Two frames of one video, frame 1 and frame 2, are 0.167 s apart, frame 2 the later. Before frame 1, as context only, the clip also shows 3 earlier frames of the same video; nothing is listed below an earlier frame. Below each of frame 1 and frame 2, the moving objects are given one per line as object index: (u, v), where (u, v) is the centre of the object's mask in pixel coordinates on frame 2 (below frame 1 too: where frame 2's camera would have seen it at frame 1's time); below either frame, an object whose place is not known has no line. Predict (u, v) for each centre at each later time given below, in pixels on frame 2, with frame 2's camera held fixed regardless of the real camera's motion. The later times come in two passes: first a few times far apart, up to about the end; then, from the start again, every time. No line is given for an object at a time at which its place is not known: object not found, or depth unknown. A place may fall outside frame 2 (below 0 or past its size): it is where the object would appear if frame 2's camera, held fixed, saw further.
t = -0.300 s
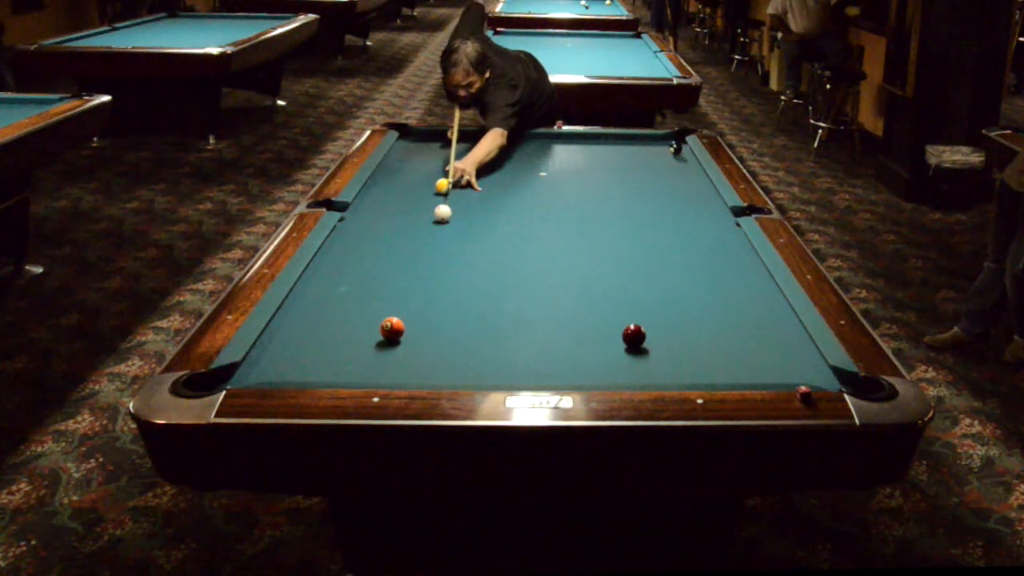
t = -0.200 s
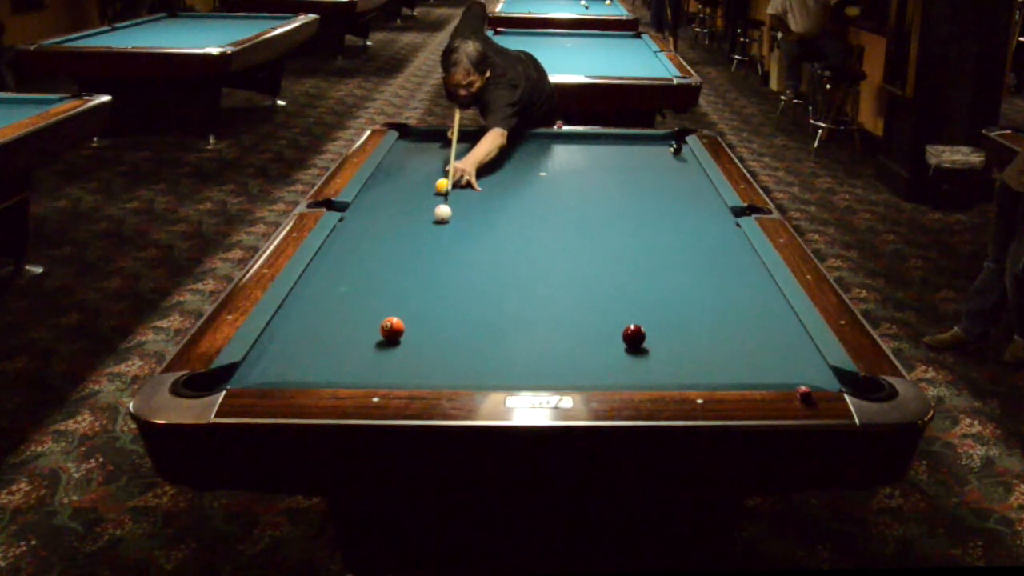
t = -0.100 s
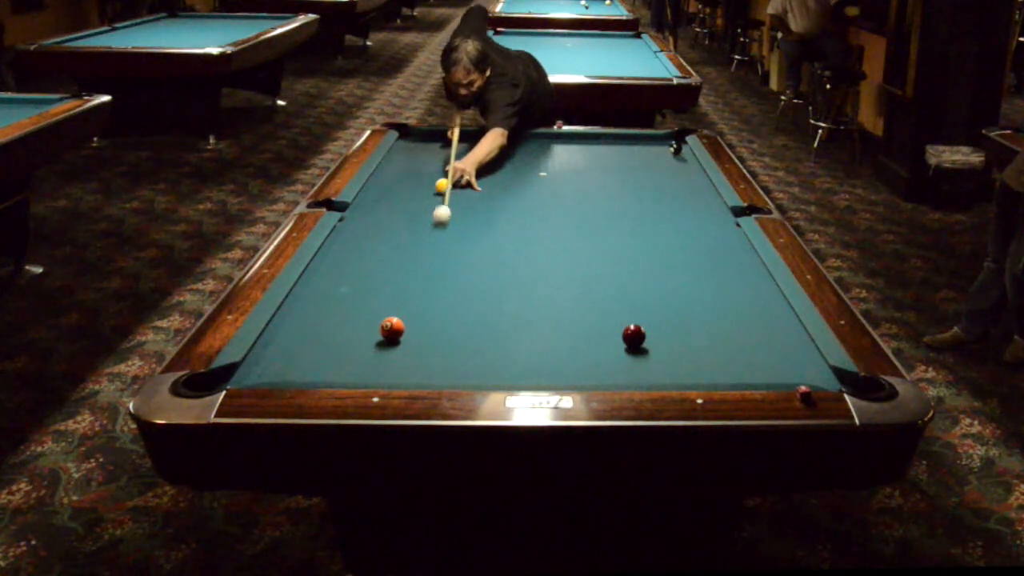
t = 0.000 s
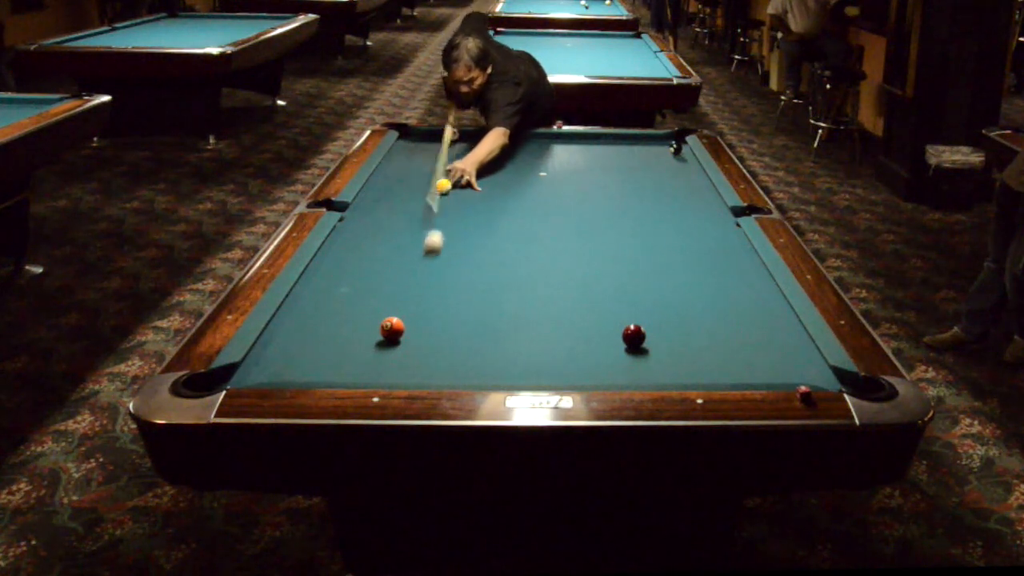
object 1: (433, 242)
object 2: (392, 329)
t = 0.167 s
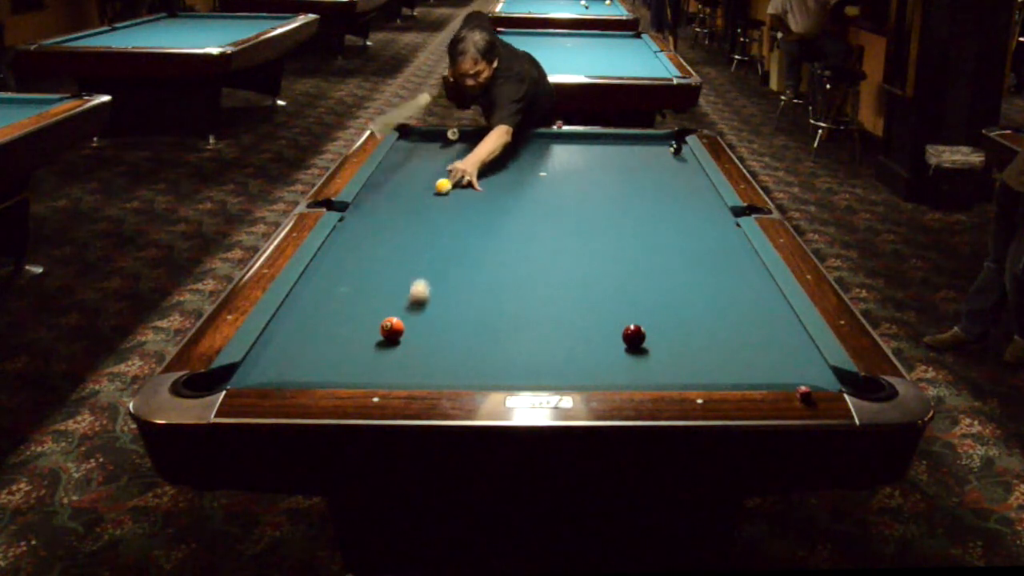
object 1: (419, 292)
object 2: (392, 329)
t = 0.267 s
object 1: (415, 323)
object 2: (386, 329)
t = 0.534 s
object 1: (494, 357)
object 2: (285, 369)
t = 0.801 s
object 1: (578, 370)
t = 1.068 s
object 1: (656, 353)
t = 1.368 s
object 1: (732, 332)
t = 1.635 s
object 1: (784, 317)
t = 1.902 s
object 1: (735, 301)
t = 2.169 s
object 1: (692, 287)
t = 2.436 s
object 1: (653, 275)
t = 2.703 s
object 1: (619, 265)
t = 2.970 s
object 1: (587, 255)
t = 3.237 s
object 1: (559, 247)
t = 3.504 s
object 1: (534, 239)
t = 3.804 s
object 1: (509, 231)
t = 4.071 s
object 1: (488, 225)
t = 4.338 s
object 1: (471, 219)
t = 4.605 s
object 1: (454, 214)
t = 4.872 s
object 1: (440, 210)
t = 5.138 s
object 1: (427, 206)
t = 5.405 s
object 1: (415, 203)
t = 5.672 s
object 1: (405, 200)
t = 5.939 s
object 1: (396, 197)
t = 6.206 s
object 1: (389, 195)
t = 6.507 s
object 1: (382, 193)
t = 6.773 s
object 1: (378, 191)
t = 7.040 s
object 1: (375, 190)
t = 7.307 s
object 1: (373, 189)
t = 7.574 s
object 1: (372, 188)
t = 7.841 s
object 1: (372, 188)
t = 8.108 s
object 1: (372, 188)
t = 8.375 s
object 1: (372, 188)
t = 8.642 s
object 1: (372, 188)
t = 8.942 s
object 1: (371, 188)
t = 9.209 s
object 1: (372, 188)
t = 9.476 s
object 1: (372, 188)
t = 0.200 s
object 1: (416, 303)
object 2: (392, 329)
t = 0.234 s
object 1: (413, 313)
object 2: (392, 329)
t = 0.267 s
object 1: (415, 323)
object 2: (386, 329)
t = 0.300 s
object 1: (426, 328)
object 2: (372, 334)
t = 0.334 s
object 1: (437, 333)
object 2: (358, 339)
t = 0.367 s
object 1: (446, 337)
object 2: (344, 345)
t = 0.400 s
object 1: (456, 341)
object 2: (332, 350)
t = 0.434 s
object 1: (465, 345)
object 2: (321, 355)
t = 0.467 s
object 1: (475, 348)
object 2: (309, 359)
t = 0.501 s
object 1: (484, 353)
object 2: (297, 364)
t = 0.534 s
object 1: (494, 357)
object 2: (285, 369)
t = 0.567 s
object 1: (505, 361)
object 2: (271, 372)
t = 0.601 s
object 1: (515, 365)
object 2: (258, 375)
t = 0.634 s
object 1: (524, 369)
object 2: (245, 378)
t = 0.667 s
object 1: (535, 371)
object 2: (232, 381)
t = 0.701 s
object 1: (546, 374)
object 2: (219, 385)
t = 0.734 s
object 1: (558, 374)
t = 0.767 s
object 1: (568, 372)
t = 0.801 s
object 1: (578, 370)
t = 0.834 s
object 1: (589, 369)
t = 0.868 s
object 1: (599, 367)
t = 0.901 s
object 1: (609, 366)
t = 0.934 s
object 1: (619, 365)
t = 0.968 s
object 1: (629, 361)
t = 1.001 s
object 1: (638, 358)
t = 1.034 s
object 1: (647, 355)
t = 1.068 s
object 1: (656, 353)
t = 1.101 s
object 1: (665, 350)
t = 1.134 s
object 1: (674, 347)
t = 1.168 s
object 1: (683, 345)
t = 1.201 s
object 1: (691, 343)
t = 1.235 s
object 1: (700, 341)
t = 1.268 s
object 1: (708, 339)
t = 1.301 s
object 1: (716, 337)
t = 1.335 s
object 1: (724, 334)
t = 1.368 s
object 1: (732, 332)
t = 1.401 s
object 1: (739, 330)
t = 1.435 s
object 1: (747, 328)
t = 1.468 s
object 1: (755, 326)
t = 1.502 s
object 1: (762, 325)
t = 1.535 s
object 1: (769, 323)
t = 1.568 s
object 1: (777, 321)
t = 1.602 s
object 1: (784, 319)
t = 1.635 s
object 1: (784, 317)
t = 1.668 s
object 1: (777, 315)
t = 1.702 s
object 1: (771, 312)
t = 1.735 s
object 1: (764, 311)
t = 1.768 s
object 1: (758, 309)
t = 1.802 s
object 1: (752, 307)
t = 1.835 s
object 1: (747, 305)
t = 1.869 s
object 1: (741, 303)
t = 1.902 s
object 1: (735, 301)
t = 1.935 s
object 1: (729, 299)
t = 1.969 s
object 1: (724, 298)
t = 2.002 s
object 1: (718, 296)
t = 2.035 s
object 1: (713, 294)
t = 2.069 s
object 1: (708, 292)
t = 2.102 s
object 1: (702, 291)
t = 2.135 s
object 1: (697, 289)
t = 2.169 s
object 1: (692, 287)
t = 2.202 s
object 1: (687, 286)
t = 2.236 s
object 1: (682, 284)
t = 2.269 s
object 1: (677, 283)
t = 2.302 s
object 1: (672, 281)
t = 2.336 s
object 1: (667, 280)
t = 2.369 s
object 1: (662, 278)
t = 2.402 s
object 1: (657, 277)
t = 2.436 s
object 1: (653, 275)
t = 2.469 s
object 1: (649, 274)
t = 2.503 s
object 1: (644, 272)
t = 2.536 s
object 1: (640, 271)
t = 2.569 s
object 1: (635, 270)
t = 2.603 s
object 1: (631, 268)
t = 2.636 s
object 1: (627, 267)
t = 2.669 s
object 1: (623, 266)
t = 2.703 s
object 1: (619, 265)
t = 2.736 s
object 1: (614, 264)
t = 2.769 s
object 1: (611, 262)
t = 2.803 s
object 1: (606, 261)
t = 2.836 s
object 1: (602, 260)
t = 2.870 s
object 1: (598, 259)
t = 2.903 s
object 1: (594, 257)
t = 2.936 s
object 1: (591, 256)
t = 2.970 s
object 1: (587, 255)
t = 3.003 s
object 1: (584, 254)
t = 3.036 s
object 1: (580, 253)
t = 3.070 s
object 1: (576, 252)
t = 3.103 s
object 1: (573, 251)
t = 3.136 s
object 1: (570, 250)
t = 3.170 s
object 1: (566, 248)
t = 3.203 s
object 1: (563, 248)
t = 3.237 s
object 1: (559, 247)
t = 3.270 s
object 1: (556, 246)
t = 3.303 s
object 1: (552, 245)
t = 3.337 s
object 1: (549, 244)
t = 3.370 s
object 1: (546, 243)
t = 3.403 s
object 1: (543, 242)
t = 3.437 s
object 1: (540, 241)
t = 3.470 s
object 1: (537, 240)
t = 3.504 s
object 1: (534, 239)
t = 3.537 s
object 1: (531, 238)
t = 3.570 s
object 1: (528, 237)
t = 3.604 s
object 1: (525, 236)
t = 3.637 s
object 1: (522, 235)
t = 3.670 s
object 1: (520, 234)
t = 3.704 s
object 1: (517, 234)
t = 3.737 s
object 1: (514, 233)
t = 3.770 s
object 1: (511, 232)
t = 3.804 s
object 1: (509, 231)
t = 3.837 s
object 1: (506, 230)
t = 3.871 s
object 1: (503, 229)
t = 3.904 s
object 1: (501, 228)
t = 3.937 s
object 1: (498, 228)
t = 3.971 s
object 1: (496, 227)
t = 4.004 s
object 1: (494, 226)
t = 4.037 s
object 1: (491, 225)
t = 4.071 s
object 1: (488, 225)
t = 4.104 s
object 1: (486, 224)
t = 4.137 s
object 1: (484, 223)
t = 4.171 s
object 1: (482, 222)
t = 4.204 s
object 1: (479, 222)
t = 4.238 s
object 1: (477, 221)
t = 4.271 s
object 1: (475, 220)
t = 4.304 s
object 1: (473, 220)
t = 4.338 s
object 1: (471, 219)
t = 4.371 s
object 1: (469, 218)
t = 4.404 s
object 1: (466, 218)
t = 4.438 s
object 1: (464, 217)
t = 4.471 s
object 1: (462, 216)
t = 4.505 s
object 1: (460, 216)
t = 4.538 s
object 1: (459, 215)
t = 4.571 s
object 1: (456, 215)
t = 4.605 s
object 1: (454, 214)
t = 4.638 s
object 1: (453, 214)
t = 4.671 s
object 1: (451, 213)
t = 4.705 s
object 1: (449, 212)
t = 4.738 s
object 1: (447, 212)
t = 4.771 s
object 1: (446, 211)
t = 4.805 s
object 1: (444, 210)
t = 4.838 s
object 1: (442, 210)
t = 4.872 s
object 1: (440, 210)
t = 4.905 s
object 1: (438, 209)
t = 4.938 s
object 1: (437, 209)
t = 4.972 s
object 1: (435, 208)
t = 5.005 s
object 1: (434, 208)
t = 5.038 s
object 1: (432, 207)
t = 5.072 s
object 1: (430, 207)
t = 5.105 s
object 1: (429, 206)
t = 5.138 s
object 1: (427, 206)
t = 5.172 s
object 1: (425, 205)
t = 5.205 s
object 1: (424, 205)
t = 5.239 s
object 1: (423, 204)
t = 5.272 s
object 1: (421, 204)
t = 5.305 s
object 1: (420, 204)
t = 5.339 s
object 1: (418, 203)
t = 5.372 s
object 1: (417, 203)
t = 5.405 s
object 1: (415, 203)
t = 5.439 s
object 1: (414, 202)
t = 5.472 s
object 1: (413, 202)
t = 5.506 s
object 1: (411, 201)
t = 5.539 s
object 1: (410, 201)
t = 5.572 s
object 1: (409, 201)
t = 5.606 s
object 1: (408, 200)
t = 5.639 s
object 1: (406, 200)
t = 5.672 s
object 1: (405, 200)
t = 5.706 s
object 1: (404, 199)
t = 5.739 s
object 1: (403, 199)
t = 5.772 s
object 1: (402, 199)
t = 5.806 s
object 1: (401, 198)
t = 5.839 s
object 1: (399, 198)
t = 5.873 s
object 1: (398, 198)
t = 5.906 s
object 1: (397, 197)
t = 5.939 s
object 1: (396, 197)
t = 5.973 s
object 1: (395, 197)
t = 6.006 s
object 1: (395, 196)
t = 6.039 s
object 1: (394, 196)
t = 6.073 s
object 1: (393, 196)
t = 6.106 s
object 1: (392, 196)
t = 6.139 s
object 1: (391, 195)
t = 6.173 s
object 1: (390, 195)
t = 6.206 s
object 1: (389, 195)
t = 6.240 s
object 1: (388, 194)
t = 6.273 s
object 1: (387, 194)
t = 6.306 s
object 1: (387, 194)
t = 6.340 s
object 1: (386, 194)
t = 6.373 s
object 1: (385, 193)
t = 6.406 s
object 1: (384, 193)
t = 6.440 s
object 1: (384, 193)
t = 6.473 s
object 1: (383, 193)
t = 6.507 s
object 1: (382, 193)
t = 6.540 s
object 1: (382, 192)
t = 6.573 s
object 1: (381, 192)
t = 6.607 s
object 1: (380, 192)
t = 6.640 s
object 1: (380, 192)
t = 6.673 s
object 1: (379, 191)
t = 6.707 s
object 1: (379, 191)
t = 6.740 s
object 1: (378, 191)
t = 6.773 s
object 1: (378, 191)
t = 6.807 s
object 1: (378, 191)
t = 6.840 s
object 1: (377, 191)
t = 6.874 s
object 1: (377, 191)
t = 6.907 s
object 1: (376, 191)
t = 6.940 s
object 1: (376, 191)
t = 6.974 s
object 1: (376, 190)
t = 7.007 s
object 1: (375, 190)
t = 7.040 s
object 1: (375, 190)
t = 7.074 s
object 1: (374, 190)
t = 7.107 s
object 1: (374, 190)
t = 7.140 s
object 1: (374, 189)
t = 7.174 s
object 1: (374, 189)
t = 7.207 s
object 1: (374, 189)
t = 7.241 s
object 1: (373, 189)
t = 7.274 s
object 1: (373, 189)
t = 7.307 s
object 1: (373, 189)
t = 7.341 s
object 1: (373, 189)
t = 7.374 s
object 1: (373, 188)
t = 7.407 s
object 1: (373, 188)
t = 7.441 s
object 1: (373, 188)
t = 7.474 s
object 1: (373, 188)
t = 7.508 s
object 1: (372, 188)
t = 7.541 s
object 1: (372, 188)
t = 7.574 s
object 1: (372, 188)
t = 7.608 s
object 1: (372, 188)
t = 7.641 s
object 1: (372, 188)
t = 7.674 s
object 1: (372, 188)
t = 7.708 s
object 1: (372, 188)
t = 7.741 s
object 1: (372, 188)
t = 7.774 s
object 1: (372, 188)
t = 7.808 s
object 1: (372, 188)
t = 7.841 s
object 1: (372, 188)
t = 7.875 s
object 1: (372, 188)
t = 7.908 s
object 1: (372, 188)
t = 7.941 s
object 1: (372, 188)
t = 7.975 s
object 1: (372, 188)
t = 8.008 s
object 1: (372, 188)
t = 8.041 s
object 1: (372, 188)
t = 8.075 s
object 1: (372, 188)
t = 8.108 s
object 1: (372, 188)
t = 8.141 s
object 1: (372, 188)
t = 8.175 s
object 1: (372, 188)
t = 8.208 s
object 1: (372, 188)
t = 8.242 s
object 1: (372, 188)
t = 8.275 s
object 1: (372, 188)
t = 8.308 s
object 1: (372, 188)
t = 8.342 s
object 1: (372, 188)
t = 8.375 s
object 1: (372, 188)
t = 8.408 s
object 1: (372, 188)
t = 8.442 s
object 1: (372, 188)
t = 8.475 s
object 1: (372, 188)
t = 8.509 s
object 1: (372, 188)
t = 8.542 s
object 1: (372, 188)
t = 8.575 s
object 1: (372, 188)
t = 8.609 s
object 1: (372, 188)
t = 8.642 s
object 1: (372, 188)
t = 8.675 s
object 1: (372, 188)
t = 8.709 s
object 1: (372, 188)
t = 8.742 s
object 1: (372, 188)
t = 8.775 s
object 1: (371, 188)
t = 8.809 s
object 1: (371, 188)
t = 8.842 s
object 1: (371, 188)
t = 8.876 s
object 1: (371, 188)
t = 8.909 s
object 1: (371, 188)
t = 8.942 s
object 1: (371, 188)
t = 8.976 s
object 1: (371, 188)
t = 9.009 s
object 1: (372, 188)
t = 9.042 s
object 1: (372, 188)
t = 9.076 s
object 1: (372, 188)
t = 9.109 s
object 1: (372, 188)
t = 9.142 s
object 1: (372, 188)
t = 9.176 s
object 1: (372, 188)
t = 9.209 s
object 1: (372, 188)
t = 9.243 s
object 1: (372, 188)
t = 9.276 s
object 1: (372, 188)
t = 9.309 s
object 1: (372, 188)
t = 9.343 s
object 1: (372, 188)
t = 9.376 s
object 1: (372, 188)
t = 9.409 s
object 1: (372, 188)
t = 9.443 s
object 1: (372, 188)
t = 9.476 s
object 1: (372, 188)
